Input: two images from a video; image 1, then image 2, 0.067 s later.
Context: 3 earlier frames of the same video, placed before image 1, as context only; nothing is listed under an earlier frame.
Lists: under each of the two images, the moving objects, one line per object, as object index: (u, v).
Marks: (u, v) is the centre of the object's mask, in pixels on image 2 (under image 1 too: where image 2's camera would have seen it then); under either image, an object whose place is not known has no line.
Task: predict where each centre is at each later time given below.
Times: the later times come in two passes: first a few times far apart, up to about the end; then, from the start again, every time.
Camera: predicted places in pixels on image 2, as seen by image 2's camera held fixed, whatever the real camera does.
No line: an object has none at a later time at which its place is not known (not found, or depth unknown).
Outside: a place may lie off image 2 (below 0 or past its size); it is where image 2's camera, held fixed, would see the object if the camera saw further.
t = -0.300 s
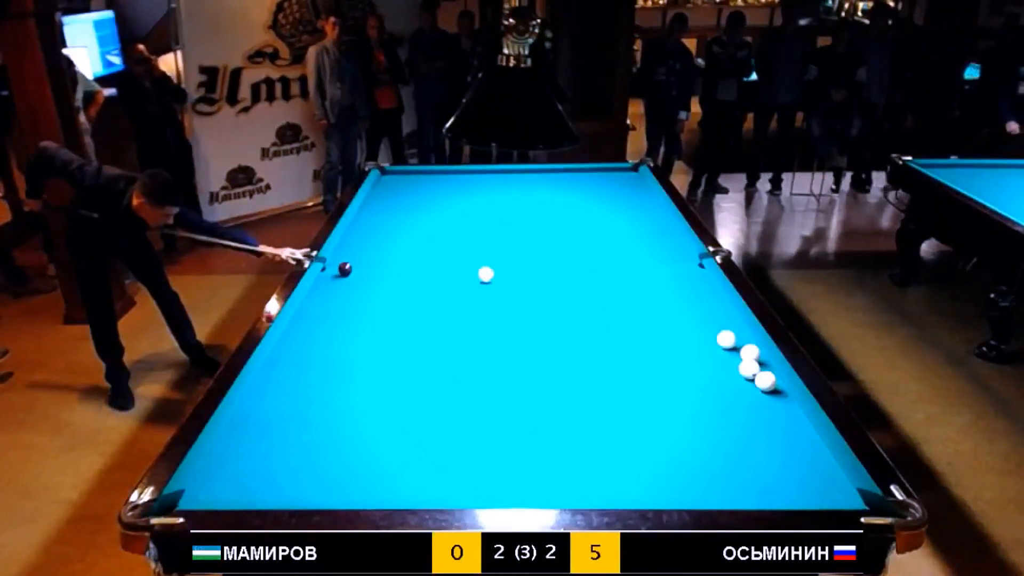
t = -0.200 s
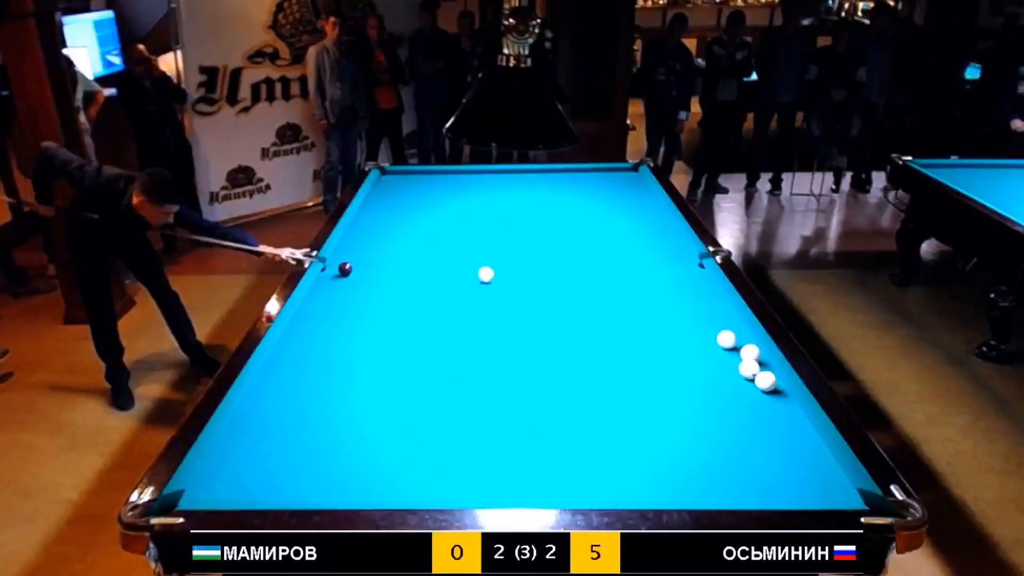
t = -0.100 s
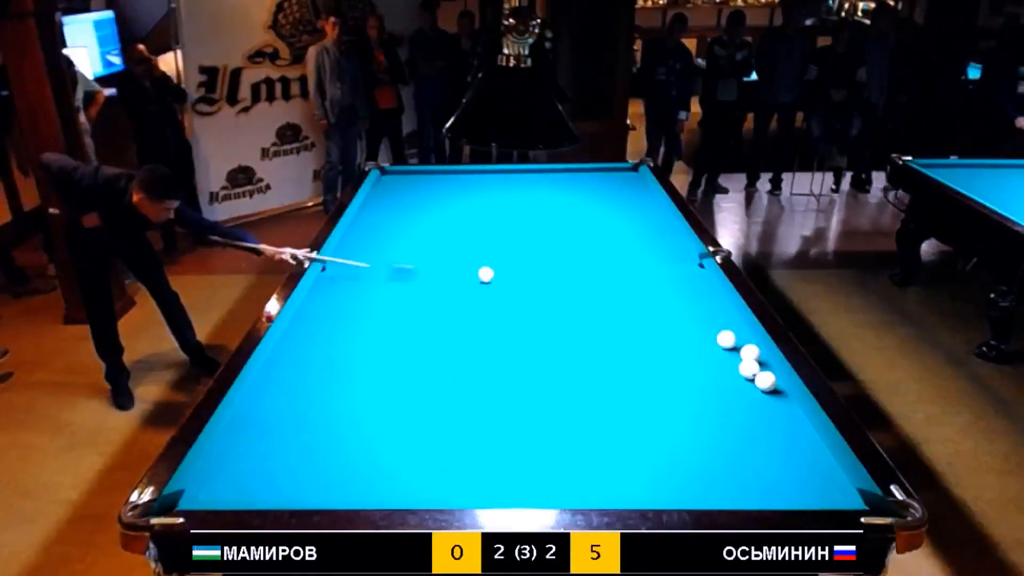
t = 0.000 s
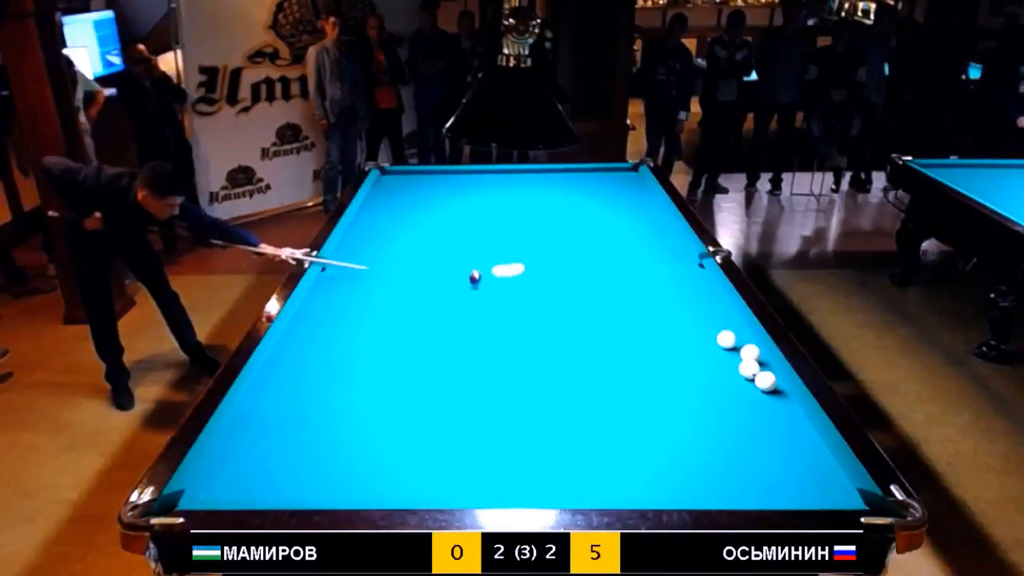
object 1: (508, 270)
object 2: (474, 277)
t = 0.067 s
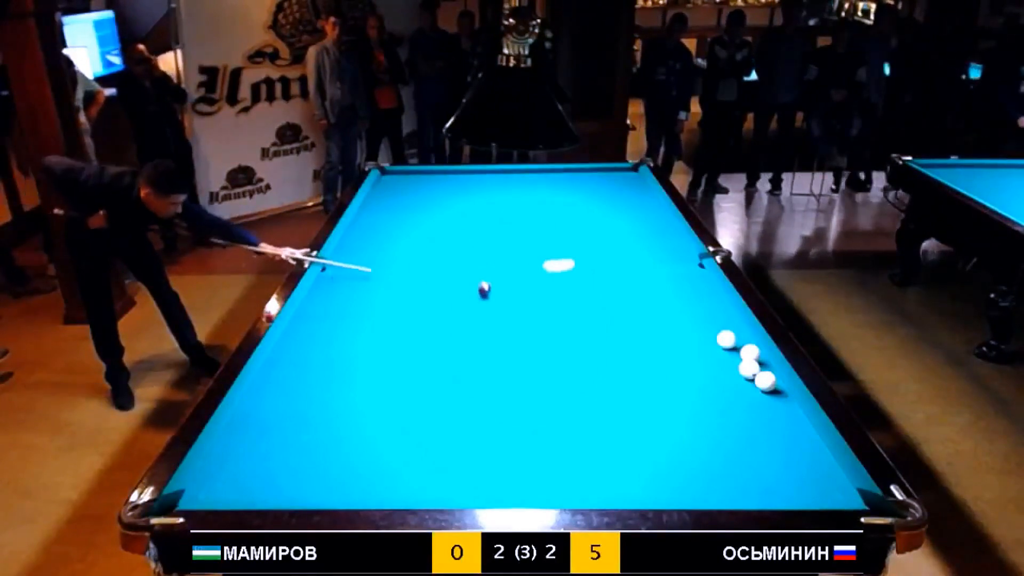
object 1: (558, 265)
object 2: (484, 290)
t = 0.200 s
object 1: (653, 257)
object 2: (510, 311)
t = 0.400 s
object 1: (622, 251)
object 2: (572, 346)
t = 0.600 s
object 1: (546, 249)
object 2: (672, 387)
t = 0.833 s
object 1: (465, 246)
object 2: (808, 444)
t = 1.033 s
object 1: (398, 244)
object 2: (756, 488)
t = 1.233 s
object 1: (350, 242)
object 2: (676, 467)
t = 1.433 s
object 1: (394, 242)
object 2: (603, 442)
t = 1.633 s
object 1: (430, 242)
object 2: (539, 420)
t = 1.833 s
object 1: (465, 242)
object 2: (482, 400)
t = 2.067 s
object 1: (505, 241)
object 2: (422, 379)
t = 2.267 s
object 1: (539, 241)
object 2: (376, 364)
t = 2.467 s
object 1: (573, 241)
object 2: (334, 350)
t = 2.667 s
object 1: (606, 241)
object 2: (295, 337)
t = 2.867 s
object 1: (639, 241)
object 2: (317, 324)
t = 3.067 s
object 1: (672, 240)
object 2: (348, 312)
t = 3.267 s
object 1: (665, 240)
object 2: (375, 301)
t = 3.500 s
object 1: (643, 240)
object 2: (405, 289)
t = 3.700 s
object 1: (625, 241)
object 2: (428, 280)
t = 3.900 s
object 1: (607, 241)
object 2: (450, 271)
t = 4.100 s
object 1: (591, 241)
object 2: (470, 263)
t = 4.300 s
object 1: (575, 241)
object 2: (489, 256)
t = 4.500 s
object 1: (559, 241)
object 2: (506, 249)
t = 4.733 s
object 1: (542, 241)
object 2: (525, 241)
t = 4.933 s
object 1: (539, 243)
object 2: (530, 233)
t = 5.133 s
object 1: (537, 244)
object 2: (534, 227)
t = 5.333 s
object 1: (535, 246)
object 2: (538, 221)
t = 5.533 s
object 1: (534, 246)
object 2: (541, 215)
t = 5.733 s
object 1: (533, 247)
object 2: (544, 209)
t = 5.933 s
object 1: (533, 248)
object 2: (547, 204)
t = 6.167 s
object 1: (532, 249)
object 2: (550, 199)
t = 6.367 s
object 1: (531, 250)
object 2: (553, 195)
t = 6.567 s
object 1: (531, 250)
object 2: (555, 190)
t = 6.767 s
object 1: (530, 250)
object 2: (557, 186)
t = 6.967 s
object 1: (530, 250)
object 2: (559, 183)
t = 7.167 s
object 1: (530, 250)
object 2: (561, 179)
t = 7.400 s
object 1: (530, 250)
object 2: (563, 176)
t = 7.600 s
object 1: (530, 250)
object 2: (565, 173)
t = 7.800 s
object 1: (530, 250)
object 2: (567, 170)
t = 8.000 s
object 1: (530, 250)
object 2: (568, 171)
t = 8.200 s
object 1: (530, 250)
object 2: (570, 173)
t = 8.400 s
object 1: (530, 250)
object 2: (571, 174)
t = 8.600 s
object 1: (530, 250)
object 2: (573, 176)
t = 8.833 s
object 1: (530, 250)
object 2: (575, 177)
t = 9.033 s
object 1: (530, 250)
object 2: (576, 178)
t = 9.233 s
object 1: (530, 250)
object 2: (578, 179)
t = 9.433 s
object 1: (530, 250)
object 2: (579, 180)
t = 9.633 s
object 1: (530, 250)
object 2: (580, 181)
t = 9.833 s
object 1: (530, 250)
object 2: (580, 182)
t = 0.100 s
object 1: (583, 263)
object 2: (490, 295)
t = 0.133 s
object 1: (606, 261)
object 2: (496, 300)
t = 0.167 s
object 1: (630, 259)
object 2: (502, 305)
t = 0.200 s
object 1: (653, 257)
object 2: (510, 311)
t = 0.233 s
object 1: (675, 255)
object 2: (518, 316)
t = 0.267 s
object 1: (685, 253)
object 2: (527, 322)
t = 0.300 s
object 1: (669, 252)
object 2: (536, 328)
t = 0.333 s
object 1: (653, 252)
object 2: (548, 334)
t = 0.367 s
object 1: (638, 252)
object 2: (559, 340)
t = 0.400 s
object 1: (622, 251)
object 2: (572, 346)
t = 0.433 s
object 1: (608, 251)
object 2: (587, 352)
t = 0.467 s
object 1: (595, 250)
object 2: (602, 359)
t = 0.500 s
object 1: (582, 250)
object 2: (618, 365)
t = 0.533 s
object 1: (569, 250)
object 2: (636, 372)
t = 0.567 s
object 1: (558, 249)
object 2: (653, 378)
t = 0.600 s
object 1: (546, 249)
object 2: (672, 387)
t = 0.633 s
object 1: (534, 248)
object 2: (692, 395)
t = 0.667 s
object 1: (522, 248)
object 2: (712, 403)
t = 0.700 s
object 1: (511, 248)
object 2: (733, 411)
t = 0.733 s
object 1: (499, 247)
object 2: (756, 420)
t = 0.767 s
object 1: (488, 247)
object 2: (779, 428)
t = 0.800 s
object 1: (477, 246)
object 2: (803, 438)
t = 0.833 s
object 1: (465, 246)
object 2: (808, 444)
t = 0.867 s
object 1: (454, 246)
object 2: (798, 452)
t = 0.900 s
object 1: (443, 246)
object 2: (789, 459)
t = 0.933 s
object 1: (432, 245)
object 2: (779, 467)
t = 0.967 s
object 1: (420, 245)
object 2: (771, 475)
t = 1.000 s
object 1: (409, 244)
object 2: (764, 483)
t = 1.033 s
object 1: (398, 244)
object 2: (756, 488)
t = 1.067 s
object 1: (388, 244)
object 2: (745, 490)
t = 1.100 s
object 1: (377, 244)
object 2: (731, 486)
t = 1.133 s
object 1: (366, 243)
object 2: (716, 481)
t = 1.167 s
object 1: (355, 243)
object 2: (702, 476)
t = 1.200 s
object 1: (346, 242)
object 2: (689, 471)
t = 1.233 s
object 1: (350, 242)
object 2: (676, 467)
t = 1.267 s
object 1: (358, 242)
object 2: (663, 462)
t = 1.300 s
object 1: (367, 242)
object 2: (650, 458)
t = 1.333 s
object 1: (374, 242)
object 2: (638, 453)
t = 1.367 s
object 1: (381, 242)
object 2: (626, 449)
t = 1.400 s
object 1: (388, 242)
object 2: (615, 445)
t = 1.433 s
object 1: (394, 242)
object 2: (603, 442)
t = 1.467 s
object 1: (400, 242)
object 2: (592, 438)
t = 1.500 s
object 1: (406, 242)
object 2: (581, 434)
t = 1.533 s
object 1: (412, 242)
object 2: (570, 430)
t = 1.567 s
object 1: (418, 242)
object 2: (559, 427)
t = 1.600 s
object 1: (424, 242)
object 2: (549, 423)
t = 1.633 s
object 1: (430, 242)
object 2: (539, 420)
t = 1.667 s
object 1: (436, 242)
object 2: (529, 416)
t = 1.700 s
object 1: (442, 242)
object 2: (519, 413)
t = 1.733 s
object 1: (447, 242)
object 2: (509, 410)
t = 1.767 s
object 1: (453, 242)
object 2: (500, 407)
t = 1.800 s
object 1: (459, 242)
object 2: (491, 403)
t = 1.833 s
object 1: (465, 242)
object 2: (482, 400)
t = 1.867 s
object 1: (470, 242)
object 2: (473, 397)
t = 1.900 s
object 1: (476, 242)
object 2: (464, 394)
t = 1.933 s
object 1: (482, 242)
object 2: (455, 391)
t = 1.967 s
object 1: (488, 242)
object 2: (447, 388)
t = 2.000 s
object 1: (493, 242)
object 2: (438, 385)
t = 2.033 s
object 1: (499, 242)
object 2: (430, 383)
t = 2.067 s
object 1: (505, 241)
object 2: (422, 379)
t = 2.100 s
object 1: (511, 241)
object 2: (414, 377)
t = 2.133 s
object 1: (516, 241)
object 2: (406, 374)
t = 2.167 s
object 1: (522, 241)
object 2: (398, 372)
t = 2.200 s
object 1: (527, 241)
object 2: (391, 369)
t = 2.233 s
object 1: (533, 241)
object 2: (383, 367)
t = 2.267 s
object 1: (539, 241)
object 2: (376, 364)
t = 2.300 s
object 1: (545, 241)
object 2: (369, 362)
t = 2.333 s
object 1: (550, 241)
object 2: (361, 359)
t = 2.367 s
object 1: (556, 241)
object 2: (354, 357)
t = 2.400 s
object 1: (561, 241)
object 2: (347, 354)
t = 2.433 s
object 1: (567, 241)
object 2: (341, 352)
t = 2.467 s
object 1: (573, 241)
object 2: (334, 350)
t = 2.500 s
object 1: (578, 241)
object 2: (327, 348)
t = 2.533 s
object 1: (584, 241)
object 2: (321, 345)
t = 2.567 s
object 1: (589, 241)
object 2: (314, 343)
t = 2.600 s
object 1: (595, 241)
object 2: (308, 341)
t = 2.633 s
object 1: (600, 241)
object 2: (302, 339)
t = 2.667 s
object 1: (606, 241)
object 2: (295, 337)
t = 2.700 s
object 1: (612, 241)
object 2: (290, 335)
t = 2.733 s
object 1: (617, 241)
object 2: (294, 333)
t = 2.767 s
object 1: (623, 241)
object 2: (301, 330)
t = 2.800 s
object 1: (628, 241)
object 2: (307, 328)
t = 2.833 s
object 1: (634, 241)
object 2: (312, 326)
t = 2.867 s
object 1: (639, 241)
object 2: (317, 324)
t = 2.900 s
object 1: (644, 241)
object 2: (323, 322)
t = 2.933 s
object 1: (650, 241)
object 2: (328, 320)
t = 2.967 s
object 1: (656, 241)
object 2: (333, 318)
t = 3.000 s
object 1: (661, 240)
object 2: (338, 316)
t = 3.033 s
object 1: (666, 240)
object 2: (343, 314)
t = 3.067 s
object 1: (672, 240)
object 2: (348, 312)
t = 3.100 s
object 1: (677, 240)
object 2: (352, 310)
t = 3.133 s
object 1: (678, 240)
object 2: (357, 308)
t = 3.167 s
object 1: (675, 240)
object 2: (362, 306)
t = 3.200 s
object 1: (671, 240)
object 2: (366, 304)
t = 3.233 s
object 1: (668, 240)
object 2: (371, 303)
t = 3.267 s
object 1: (665, 240)
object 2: (375, 301)
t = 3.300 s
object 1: (661, 240)
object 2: (380, 299)
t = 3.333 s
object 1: (658, 240)
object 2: (384, 298)
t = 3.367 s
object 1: (655, 240)
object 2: (388, 296)
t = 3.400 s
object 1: (652, 240)
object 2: (392, 294)
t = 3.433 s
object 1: (649, 240)
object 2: (396, 292)
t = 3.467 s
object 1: (646, 240)
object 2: (401, 291)
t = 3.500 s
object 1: (643, 240)
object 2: (405, 289)
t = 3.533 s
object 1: (640, 240)
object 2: (409, 288)
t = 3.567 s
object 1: (637, 241)
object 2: (412, 286)
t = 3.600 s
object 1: (634, 241)
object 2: (417, 285)
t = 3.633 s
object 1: (631, 241)
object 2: (420, 283)
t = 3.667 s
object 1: (628, 241)
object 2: (424, 281)
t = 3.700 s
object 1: (625, 241)
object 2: (428, 280)
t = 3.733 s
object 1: (622, 241)
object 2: (432, 278)
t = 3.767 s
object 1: (619, 241)
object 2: (435, 277)
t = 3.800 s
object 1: (616, 241)
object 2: (439, 276)
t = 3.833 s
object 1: (613, 241)
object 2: (443, 274)
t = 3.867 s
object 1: (610, 241)
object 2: (446, 273)
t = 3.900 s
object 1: (607, 241)
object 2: (450, 271)
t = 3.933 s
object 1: (605, 241)
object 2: (453, 270)
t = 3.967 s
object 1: (602, 241)
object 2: (457, 268)
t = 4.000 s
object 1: (599, 241)
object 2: (460, 267)
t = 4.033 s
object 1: (596, 241)
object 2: (464, 266)
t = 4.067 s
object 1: (593, 241)
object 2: (466, 264)
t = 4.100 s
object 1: (591, 241)
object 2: (470, 263)
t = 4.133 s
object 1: (588, 241)
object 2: (473, 262)
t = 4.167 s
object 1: (585, 241)
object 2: (476, 261)
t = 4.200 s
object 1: (583, 241)
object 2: (479, 260)
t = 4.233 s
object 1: (580, 241)
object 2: (482, 258)
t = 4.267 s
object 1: (577, 241)
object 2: (486, 257)
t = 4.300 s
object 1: (575, 241)
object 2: (489, 256)
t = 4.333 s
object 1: (572, 241)
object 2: (492, 254)
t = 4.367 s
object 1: (569, 241)
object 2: (495, 253)
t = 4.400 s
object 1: (567, 241)
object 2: (498, 252)
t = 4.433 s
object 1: (564, 241)
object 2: (500, 251)
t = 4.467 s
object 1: (562, 241)
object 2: (503, 250)
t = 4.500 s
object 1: (559, 241)
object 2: (506, 249)
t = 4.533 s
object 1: (557, 241)
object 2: (509, 248)
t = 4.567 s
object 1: (554, 241)
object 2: (512, 247)
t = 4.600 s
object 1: (552, 241)
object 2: (514, 245)
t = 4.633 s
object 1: (549, 241)
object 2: (518, 244)
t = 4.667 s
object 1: (547, 241)
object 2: (520, 243)
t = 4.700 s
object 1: (544, 241)
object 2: (523, 242)
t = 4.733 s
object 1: (542, 241)
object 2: (525, 241)
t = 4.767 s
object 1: (540, 241)
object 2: (527, 240)
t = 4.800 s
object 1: (540, 241)
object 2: (528, 239)
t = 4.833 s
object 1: (540, 242)
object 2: (528, 237)
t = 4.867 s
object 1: (540, 242)
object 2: (529, 236)
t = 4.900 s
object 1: (539, 242)
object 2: (529, 234)
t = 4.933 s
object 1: (539, 243)
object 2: (530, 233)
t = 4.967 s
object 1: (539, 243)
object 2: (531, 232)
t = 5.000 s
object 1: (538, 243)
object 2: (532, 231)
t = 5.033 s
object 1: (538, 244)
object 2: (532, 230)
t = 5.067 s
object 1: (538, 244)
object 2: (533, 229)
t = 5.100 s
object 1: (537, 244)
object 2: (533, 228)
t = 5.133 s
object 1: (537, 244)
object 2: (534, 227)
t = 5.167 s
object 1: (536, 244)
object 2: (535, 226)
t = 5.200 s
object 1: (536, 244)
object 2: (535, 225)
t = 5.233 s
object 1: (536, 245)
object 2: (536, 224)
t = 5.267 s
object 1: (536, 245)
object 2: (536, 223)
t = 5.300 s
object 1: (536, 245)
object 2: (537, 222)
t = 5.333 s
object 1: (535, 246)
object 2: (538, 221)
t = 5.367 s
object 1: (535, 246)
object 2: (538, 220)
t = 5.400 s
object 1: (535, 246)
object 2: (539, 219)
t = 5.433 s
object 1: (535, 246)
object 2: (539, 218)
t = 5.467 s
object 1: (534, 246)
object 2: (540, 217)
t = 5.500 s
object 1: (534, 246)
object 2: (540, 216)
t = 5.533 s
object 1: (534, 246)
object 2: (541, 215)
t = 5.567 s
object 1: (534, 247)
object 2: (542, 214)
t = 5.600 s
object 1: (534, 247)
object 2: (542, 213)
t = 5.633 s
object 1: (534, 247)
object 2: (543, 212)
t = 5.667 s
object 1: (533, 247)
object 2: (543, 211)
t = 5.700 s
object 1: (533, 247)
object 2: (544, 210)
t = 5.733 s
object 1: (533, 247)
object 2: (544, 209)
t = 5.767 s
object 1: (533, 248)
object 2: (545, 208)
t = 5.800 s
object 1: (533, 248)
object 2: (545, 207)
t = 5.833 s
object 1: (533, 248)
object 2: (546, 207)
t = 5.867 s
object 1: (533, 248)
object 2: (546, 206)
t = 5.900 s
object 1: (533, 248)
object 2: (547, 205)
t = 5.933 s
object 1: (533, 248)
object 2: (547, 204)
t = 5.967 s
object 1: (532, 248)
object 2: (548, 203)
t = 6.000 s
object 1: (532, 249)
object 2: (548, 202)
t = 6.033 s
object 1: (532, 249)
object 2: (548, 202)
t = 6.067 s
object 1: (532, 249)
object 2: (549, 201)
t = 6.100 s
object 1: (532, 249)
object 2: (550, 200)
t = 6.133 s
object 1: (532, 249)
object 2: (550, 199)
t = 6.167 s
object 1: (532, 249)
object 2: (550, 199)
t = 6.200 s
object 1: (532, 249)
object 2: (551, 198)
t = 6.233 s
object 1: (531, 249)
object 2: (551, 197)
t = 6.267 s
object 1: (531, 249)
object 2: (552, 197)
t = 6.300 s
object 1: (531, 250)
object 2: (552, 196)
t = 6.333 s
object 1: (531, 250)
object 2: (553, 195)
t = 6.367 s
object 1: (531, 250)
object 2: (553, 195)
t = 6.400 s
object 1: (531, 250)
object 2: (553, 194)
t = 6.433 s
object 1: (531, 250)
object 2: (554, 193)
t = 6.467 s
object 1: (531, 250)
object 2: (554, 192)
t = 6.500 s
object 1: (531, 250)
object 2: (555, 191)
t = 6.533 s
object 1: (531, 250)
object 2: (555, 191)
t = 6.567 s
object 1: (531, 250)
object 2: (555, 190)
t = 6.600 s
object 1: (531, 250)
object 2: (556, 190)
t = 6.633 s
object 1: (530, 250)
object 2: (556, 189)
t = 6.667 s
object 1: (530, 250)
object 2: (556, 188)
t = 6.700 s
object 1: (530, 250)
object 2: (557, 188)
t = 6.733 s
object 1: (530, 250)
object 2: (557, 187)
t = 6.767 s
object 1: (530, 250)
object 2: (557, 186)
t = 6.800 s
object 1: (530, 250)
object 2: (558, 185)
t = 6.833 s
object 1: (530, 250)
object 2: (558, 185)
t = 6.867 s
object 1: (530, 250)
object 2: (558, 184)
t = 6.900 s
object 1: (530, 250)
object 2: (559, 184)
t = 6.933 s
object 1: (530, 250)
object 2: (559, 183)
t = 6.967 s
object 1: (530, 250)
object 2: (559, 183)
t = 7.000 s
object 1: (530, 250)
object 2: (560, 182)
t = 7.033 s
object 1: (530, 250)
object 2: (560, 182)
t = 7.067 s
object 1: (530, 250)
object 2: (560, 181)
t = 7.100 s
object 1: (530, 250)
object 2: (561, 180)
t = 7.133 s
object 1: (530, 250)
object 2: (561, 180)
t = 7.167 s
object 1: (530, 250)
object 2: (561, 179)
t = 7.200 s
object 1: (530, 250)
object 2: (562, 178)
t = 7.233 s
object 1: (530, 250)
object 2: (562, 178)
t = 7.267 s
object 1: (530, 250)
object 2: (562, 178)
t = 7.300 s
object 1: (530, 250)
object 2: (562, 177)
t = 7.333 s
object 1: (530, 250)
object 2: (563, 177)
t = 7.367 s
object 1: (530, 250)
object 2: (563, 176)
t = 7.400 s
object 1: (530, 250)
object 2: (563, 176)
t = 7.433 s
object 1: (530, 250)
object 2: (563, 175)
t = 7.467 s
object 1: (530, 250)
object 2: (564, 174)
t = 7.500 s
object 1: (530, 250)
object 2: (564, 174)
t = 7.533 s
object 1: (530, 250)
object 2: (564, 174)
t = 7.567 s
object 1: (530, 250)
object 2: (565, 173)
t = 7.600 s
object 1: (530, 250)
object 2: (565, 173)
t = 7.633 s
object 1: (530, 250)
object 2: (565, 172)
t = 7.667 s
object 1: (530, 250)
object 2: (566, 172)
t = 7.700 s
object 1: (530, 250)
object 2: (566, 171)
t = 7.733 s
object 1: (530, 250)
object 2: (566, 171)
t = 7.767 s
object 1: (530, 250)
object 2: (567, 170)
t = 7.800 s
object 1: (530, 250)
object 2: (567, 170)
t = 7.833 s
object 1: (530, 250)
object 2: (567, 170)
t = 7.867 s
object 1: (530, 250)
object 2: (567, 171)
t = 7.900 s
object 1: (530, 250)
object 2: (567, 171)
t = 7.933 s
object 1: (530, 250)
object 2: (567, 171)
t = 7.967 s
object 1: (530, 250)
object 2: (567, 171)
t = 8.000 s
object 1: (530, 250)
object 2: (568, 171)
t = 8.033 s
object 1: (530, 250)
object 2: (568, 172)
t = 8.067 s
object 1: (530, 250)
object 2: (568, 172)
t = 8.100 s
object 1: (530, 250)
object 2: (569, 172)
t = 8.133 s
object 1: (530, 250)
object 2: (569, 172)
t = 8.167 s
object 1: (530, 250)
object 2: (569, 173)
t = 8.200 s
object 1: (530, 250)
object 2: (570, 173)
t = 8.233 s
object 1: (530, 250)
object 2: (570, 173)
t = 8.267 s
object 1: (530, 250)
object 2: (570, 173)
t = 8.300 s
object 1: (530, 250)
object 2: (571, 174)
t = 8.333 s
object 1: (530, 250)
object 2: (571, 174)
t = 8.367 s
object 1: (530, 250)
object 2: (571, 174)
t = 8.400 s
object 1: (530, 250)
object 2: (571, 174)
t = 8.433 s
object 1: (530, 250)
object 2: (571, 174)
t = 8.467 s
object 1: (530, 250)
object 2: (572, 174)
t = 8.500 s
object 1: (530, 250)
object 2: (572, 175)
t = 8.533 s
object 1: (530, 250)
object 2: (572, 175)
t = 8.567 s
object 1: (530, 250)
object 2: (573, 175)
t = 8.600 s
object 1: (530, 250)
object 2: (573, 176)
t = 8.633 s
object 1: (530, 250)
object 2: (573, 176)
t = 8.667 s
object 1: (530, 250)
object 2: (573, 176)
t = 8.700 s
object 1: (530, 250)
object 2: (574, 176)
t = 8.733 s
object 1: (530, 250)
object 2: (574, 176)
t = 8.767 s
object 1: (530, 250)
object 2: (574, 176)
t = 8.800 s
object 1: (530, 250)
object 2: (574, 176)
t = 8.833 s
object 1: (530, 250)
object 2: (575, 177)
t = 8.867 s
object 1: (530, 250)
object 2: (575, 177)
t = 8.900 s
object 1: (530, 250)
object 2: (575, 177)
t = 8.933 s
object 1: (530, 250)
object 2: (575, 177)
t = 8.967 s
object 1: (530, 250)
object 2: (576, 177)
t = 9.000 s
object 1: (530, 250)
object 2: (576, 178)
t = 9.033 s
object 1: (530, 250)
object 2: (576, 178)
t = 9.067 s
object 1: (530, 250)
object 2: (576, 178)
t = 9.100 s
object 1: (530, 250)
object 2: (577, 178)
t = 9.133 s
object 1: (530, 250)
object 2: (577, 179)
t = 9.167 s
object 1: (530, 250)
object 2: (577, 179)
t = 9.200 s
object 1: (530, 250)
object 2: (577, 179)
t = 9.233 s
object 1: (530, 250)
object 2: (578, 179)
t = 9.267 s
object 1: (530, 250)
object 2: (578, 179)
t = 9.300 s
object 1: (530, 250)
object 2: (578, 179)
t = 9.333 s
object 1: (530, 250)
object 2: (578, 179)
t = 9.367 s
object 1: (530, 250)
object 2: (578, 180)
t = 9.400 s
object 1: (530, 250)
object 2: (578, 180)
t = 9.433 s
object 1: (530, 250)
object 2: (579, 180)
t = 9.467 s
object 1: (530, 250)
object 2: (579, 180)
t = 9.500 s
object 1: (530, 250)
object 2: (579, 180)
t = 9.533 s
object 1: (530, 250)
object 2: (579, 180)
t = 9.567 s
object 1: (530, 250)
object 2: (579, 181)
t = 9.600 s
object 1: (530, 250)
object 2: (579, 181)
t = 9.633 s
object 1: (530, 250)
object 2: (580, 181)
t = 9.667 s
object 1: (530, 250)
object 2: (580, 181)
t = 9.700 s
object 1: (530, 250)
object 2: (580, 181)
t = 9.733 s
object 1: (530, 250)
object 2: (580, 181)
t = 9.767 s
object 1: (530, 250)
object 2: (580, 181)
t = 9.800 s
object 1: (530, 250)
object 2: (580, 182)
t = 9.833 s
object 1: (530, 250)
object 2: (580, 182)
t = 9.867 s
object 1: (530, 250)
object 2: (581, 182)
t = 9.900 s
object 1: (530, 250)
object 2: (581, 182)
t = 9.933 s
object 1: (530, 250)
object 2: (581, 182)
